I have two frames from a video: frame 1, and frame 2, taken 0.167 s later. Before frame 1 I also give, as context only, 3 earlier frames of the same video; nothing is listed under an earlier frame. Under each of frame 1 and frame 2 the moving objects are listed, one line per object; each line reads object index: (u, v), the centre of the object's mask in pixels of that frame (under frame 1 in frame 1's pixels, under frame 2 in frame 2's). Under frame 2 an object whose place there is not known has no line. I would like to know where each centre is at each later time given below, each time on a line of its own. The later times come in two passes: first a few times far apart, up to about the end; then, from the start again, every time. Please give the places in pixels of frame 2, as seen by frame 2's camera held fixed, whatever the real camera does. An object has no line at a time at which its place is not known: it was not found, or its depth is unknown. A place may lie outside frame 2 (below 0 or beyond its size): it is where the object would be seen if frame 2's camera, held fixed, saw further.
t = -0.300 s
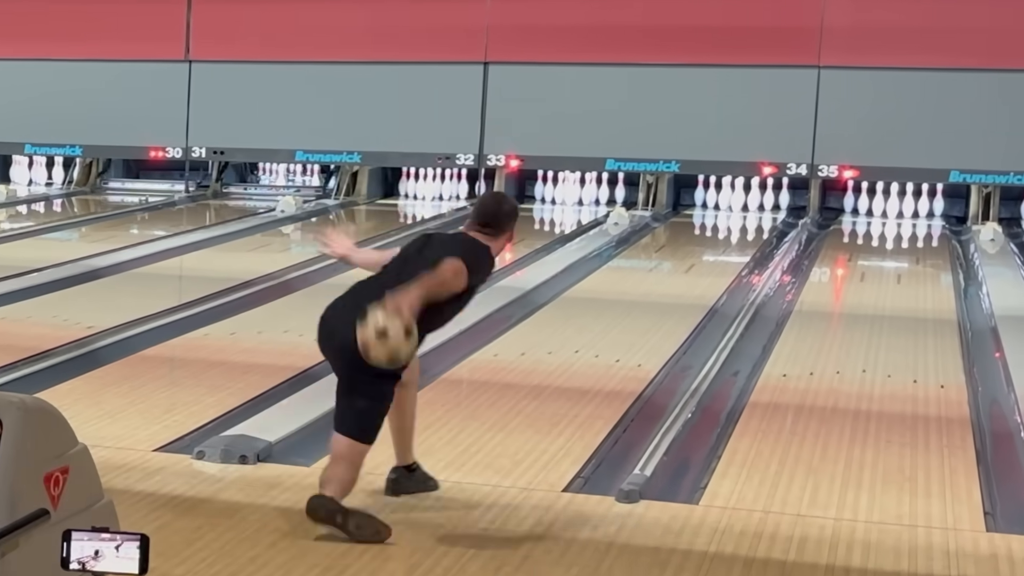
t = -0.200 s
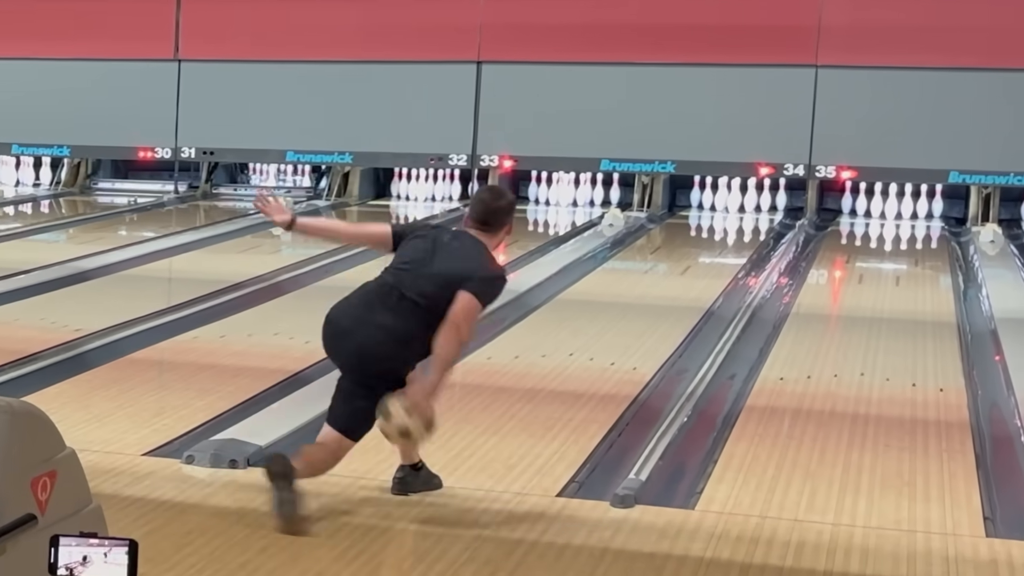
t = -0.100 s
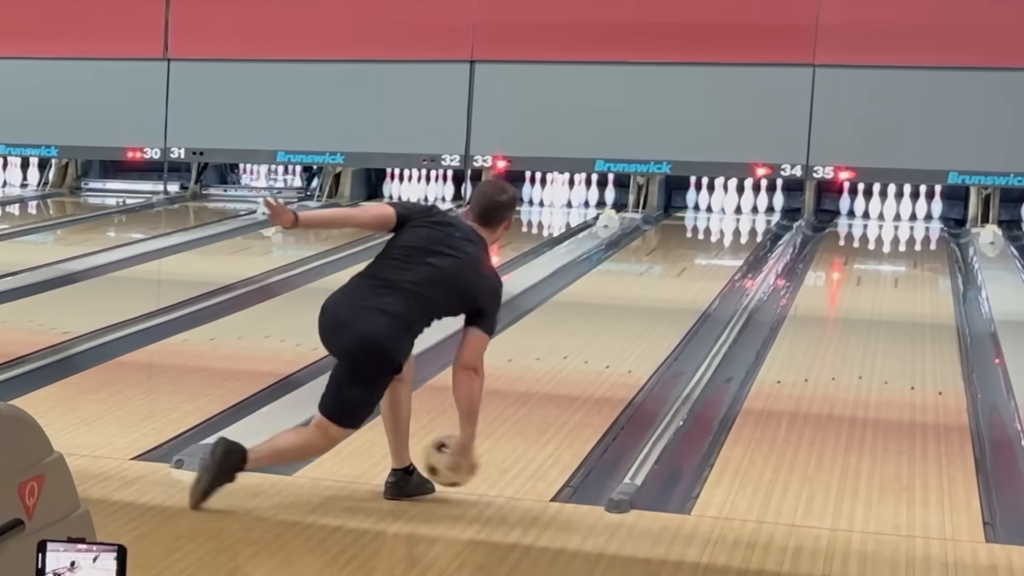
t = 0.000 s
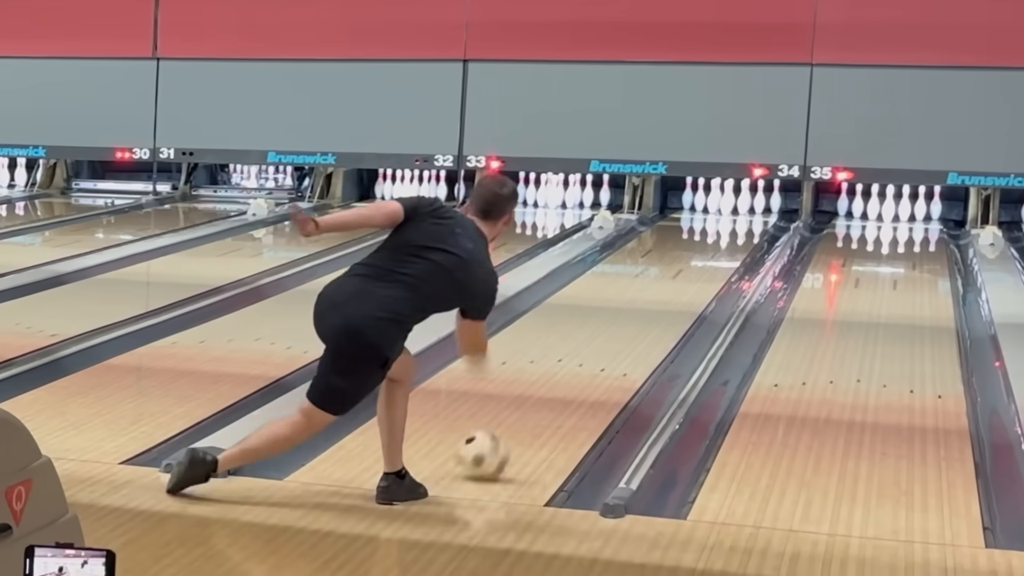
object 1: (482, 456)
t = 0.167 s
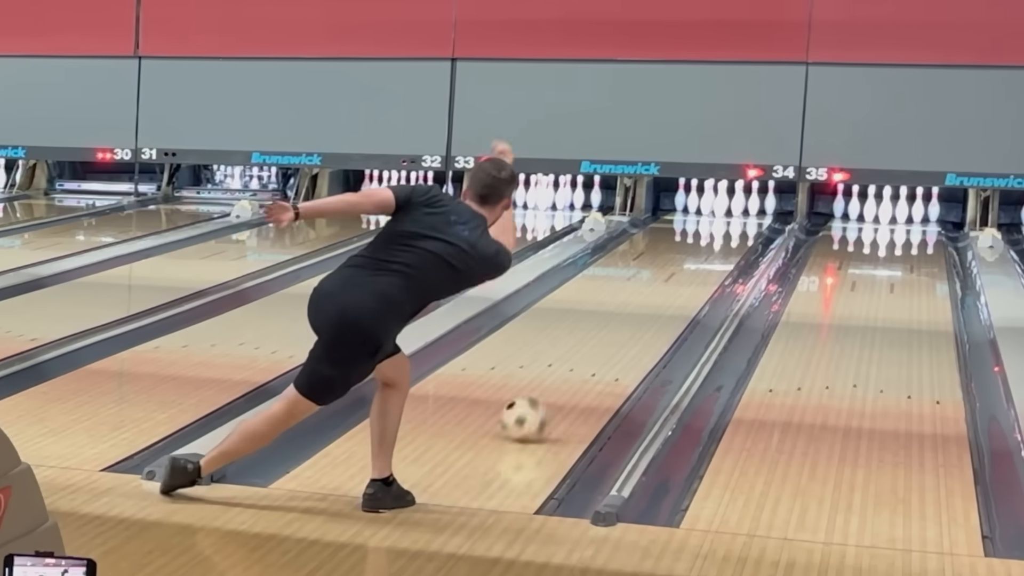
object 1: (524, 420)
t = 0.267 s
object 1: (552, 398)
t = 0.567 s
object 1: (612, 347)
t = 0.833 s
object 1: (652, 313)
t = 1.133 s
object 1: (682, 283)
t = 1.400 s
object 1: (703, 260)
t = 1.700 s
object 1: (718, 241)
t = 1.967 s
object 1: (725, 226)
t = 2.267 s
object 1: (728, 213)
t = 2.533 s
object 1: (739, 205)
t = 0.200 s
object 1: (535, 412)
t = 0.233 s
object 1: (542, 405)
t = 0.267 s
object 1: (552, 398)
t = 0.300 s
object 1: (560, 391)
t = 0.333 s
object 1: (567, 385)
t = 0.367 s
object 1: (575, 379)
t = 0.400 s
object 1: (581, 373)
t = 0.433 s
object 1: (588, 369)
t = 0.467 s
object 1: (594, 362)
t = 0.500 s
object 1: (600, 357)
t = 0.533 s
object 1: (607, 352)
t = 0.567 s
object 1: (612, 347)
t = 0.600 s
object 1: (618, 343)
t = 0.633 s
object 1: (622, 339)
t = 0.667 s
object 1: (628, 334)
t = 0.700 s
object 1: (633, 330)
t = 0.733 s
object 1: (638, 325)
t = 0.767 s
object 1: (642, 321)
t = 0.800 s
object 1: (647, 317)
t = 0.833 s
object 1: (652, 313)
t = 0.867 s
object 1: (656, 309)
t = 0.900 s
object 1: (660, 306)
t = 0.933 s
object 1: (663, 302)
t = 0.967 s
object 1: (667, 298)
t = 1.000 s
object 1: (671, 295)
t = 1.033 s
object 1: (674, 291)
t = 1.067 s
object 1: (677, 288)
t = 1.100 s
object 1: (680, 285)
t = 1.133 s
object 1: (682, 283)
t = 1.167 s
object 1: (686, 279)
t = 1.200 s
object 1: (689, 277)
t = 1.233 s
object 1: (691, 273)
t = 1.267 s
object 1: (693, 271)
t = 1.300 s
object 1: (696, 268)
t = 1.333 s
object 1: (698, 265)
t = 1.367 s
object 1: (700, 263)
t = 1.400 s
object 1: (703, 260)
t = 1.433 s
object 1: (705, 257)
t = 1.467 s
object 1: (707, 255)
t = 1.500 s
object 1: (709, 253)
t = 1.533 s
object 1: (710, 251)
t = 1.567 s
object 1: (712, 249)
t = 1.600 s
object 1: (714, 247)
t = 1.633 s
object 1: (714, 245)
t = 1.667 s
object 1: (716, 243)
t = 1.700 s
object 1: (718, 241)
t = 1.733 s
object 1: (718, 239)
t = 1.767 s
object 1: (719, 237)
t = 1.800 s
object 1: (721, 234)
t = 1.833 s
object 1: (721, 233)
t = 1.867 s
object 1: (722, 232)
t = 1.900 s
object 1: (724, 229)
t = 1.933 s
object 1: (724, 228)
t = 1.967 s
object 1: (725, 226)
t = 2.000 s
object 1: (726, 224)
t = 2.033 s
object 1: (726, 222)
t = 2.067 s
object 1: (727, 221)
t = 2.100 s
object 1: (727, 220)
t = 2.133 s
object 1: (727, 219)
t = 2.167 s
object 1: (727, 217)
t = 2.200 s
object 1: (728, 216)
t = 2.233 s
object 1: (728, 214)
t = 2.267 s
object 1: (728, 213)
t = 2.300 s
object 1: (727, 212)
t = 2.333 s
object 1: (727, 211)
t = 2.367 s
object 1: (728, 209)
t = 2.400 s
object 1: (731, 208)
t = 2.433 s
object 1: (733, 207)
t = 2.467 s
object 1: (733, 207)
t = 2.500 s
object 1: (737, 205)
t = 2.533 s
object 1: (739, 205)
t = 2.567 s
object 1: (742, 204)
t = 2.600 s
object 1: (745, 204)
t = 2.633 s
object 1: (747, 204)
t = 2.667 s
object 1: (749, 203)
